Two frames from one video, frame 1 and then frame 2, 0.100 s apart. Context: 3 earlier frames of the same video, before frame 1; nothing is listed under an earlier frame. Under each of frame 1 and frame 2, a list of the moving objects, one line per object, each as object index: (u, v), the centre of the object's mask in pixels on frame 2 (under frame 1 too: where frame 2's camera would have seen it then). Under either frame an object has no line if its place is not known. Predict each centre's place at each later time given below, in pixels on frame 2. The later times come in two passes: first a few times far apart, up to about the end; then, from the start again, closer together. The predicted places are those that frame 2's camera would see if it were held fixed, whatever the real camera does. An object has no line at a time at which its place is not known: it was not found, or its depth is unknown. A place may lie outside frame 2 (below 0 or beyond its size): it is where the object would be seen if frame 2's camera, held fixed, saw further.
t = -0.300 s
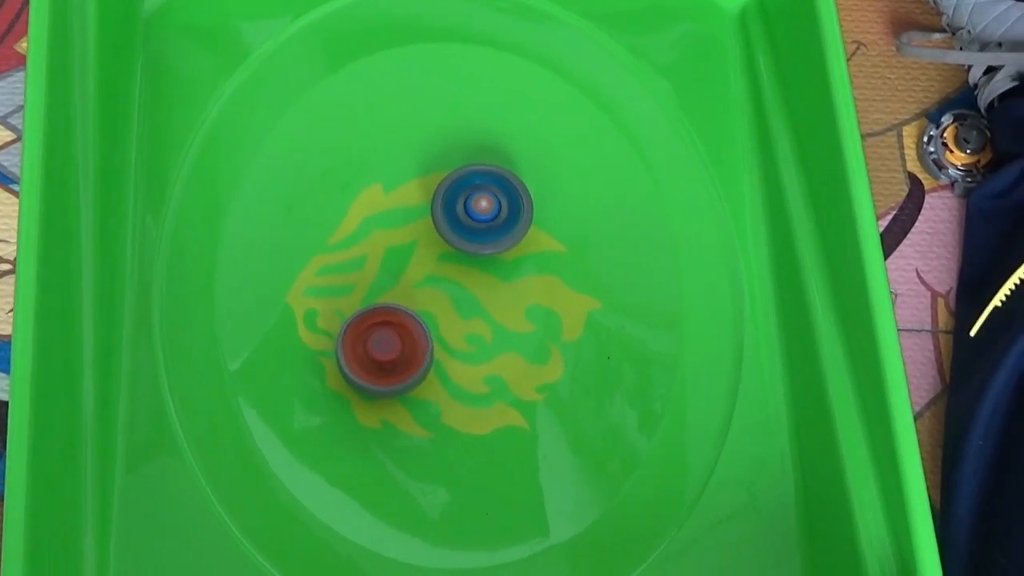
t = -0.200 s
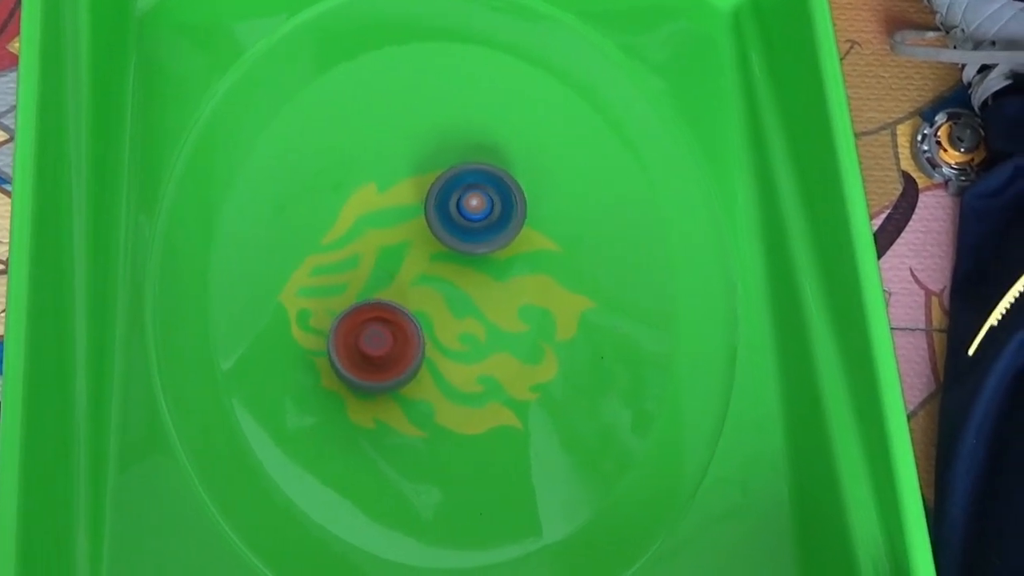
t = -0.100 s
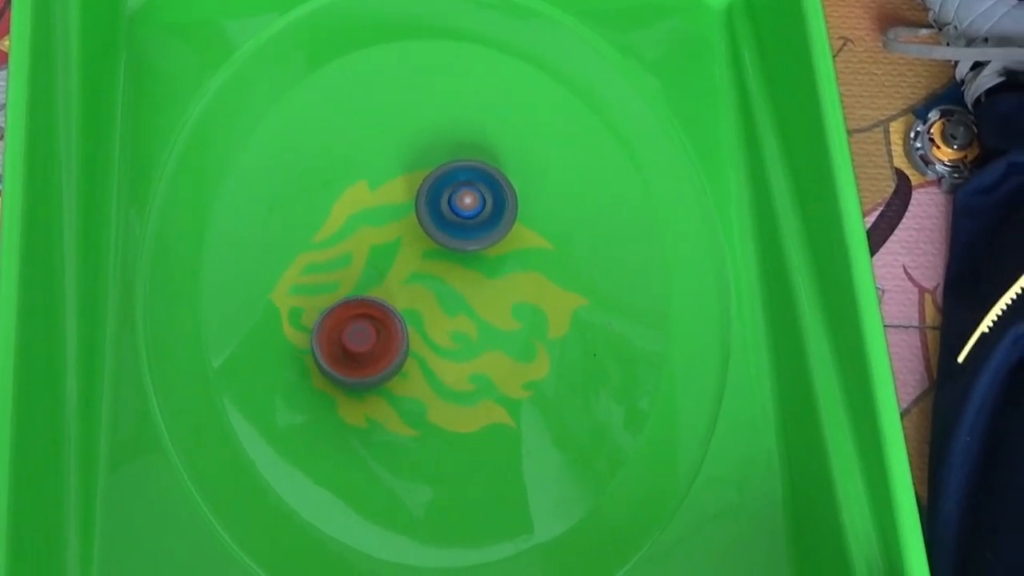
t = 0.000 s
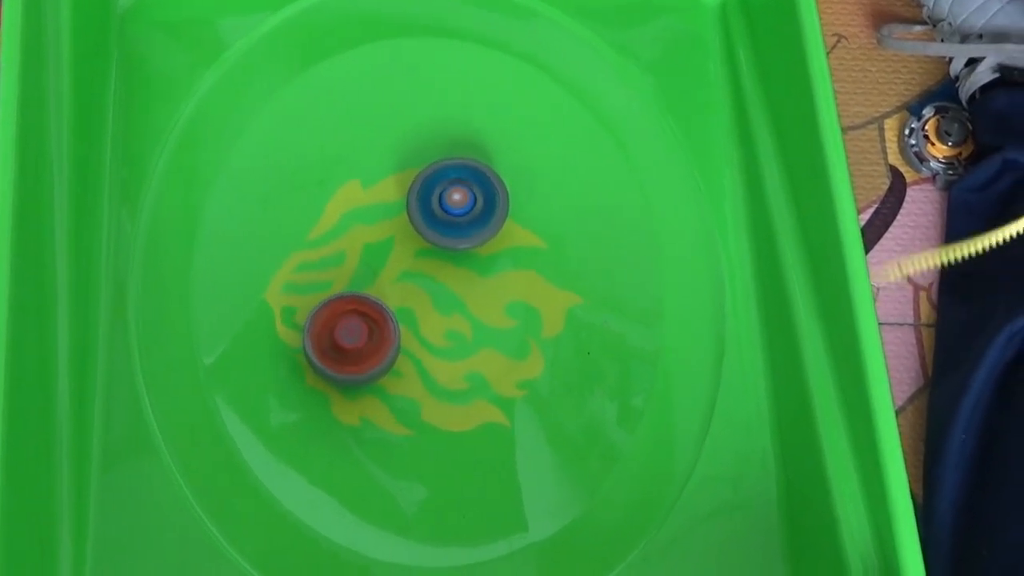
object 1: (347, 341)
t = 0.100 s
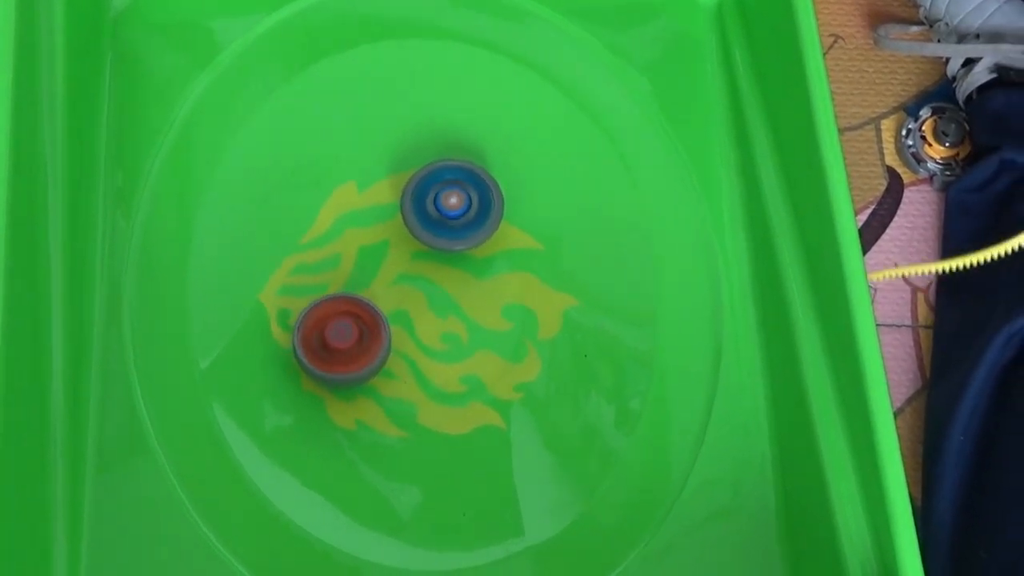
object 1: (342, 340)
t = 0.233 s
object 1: (341, 337)
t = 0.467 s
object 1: (340, 327)
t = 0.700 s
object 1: (337, 309)
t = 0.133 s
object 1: (344, 341)
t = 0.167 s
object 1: (342, 339)
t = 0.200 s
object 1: (343, 340)
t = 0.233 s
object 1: (341, 337)
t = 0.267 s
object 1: (343, 338)
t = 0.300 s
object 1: (341, 335)
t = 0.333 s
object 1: (342, 335)
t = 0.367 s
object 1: (341, 331)
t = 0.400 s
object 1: (341, 331)
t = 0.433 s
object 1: (340, 327)
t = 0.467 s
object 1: (340, 327)
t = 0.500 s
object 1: (339, 322)
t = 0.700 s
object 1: (337, 309)
